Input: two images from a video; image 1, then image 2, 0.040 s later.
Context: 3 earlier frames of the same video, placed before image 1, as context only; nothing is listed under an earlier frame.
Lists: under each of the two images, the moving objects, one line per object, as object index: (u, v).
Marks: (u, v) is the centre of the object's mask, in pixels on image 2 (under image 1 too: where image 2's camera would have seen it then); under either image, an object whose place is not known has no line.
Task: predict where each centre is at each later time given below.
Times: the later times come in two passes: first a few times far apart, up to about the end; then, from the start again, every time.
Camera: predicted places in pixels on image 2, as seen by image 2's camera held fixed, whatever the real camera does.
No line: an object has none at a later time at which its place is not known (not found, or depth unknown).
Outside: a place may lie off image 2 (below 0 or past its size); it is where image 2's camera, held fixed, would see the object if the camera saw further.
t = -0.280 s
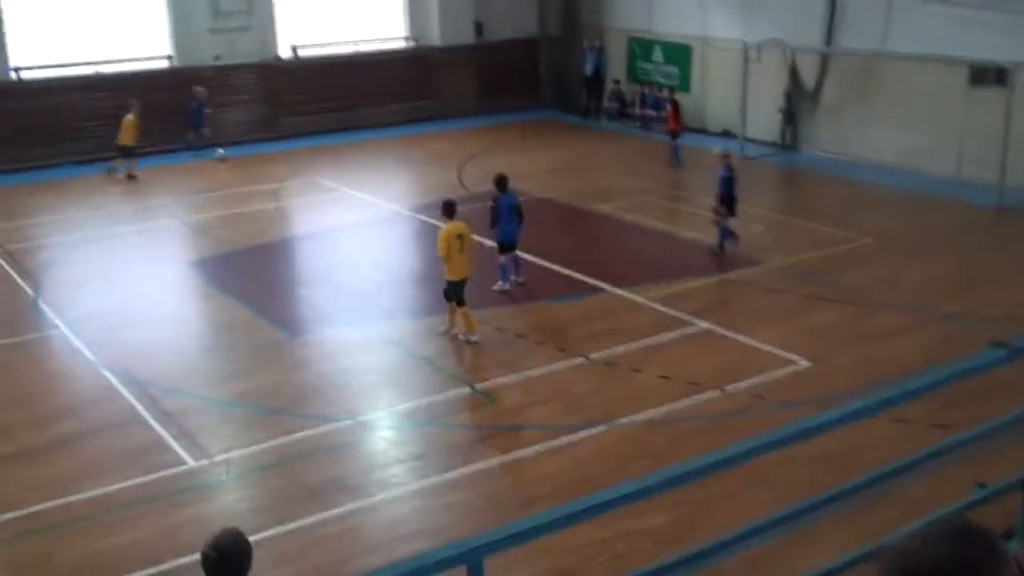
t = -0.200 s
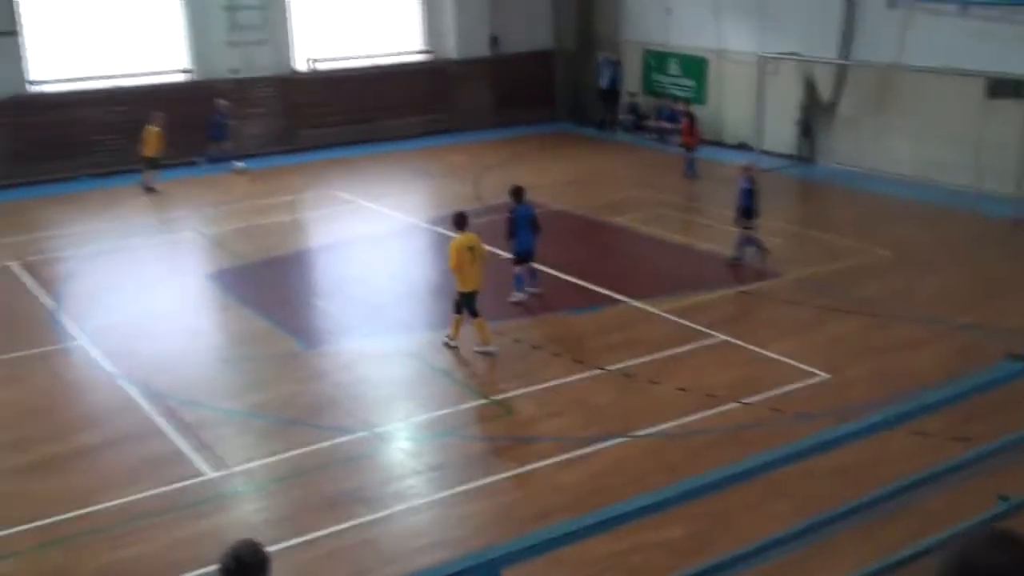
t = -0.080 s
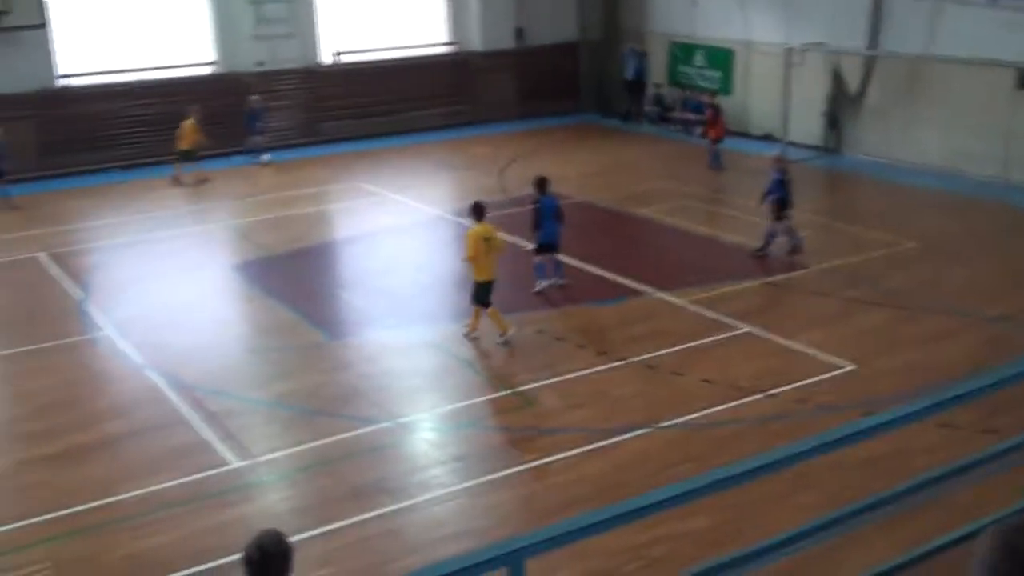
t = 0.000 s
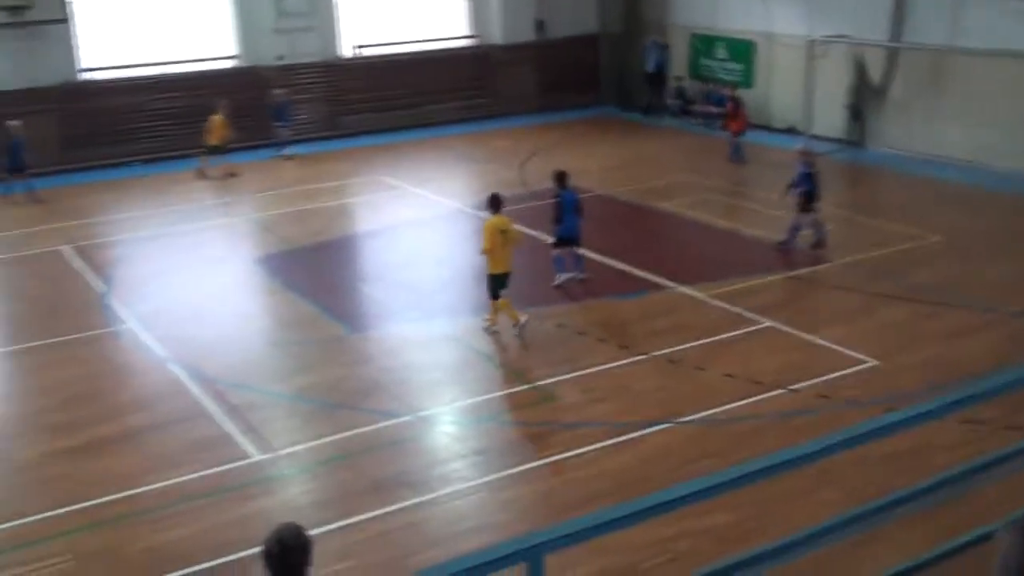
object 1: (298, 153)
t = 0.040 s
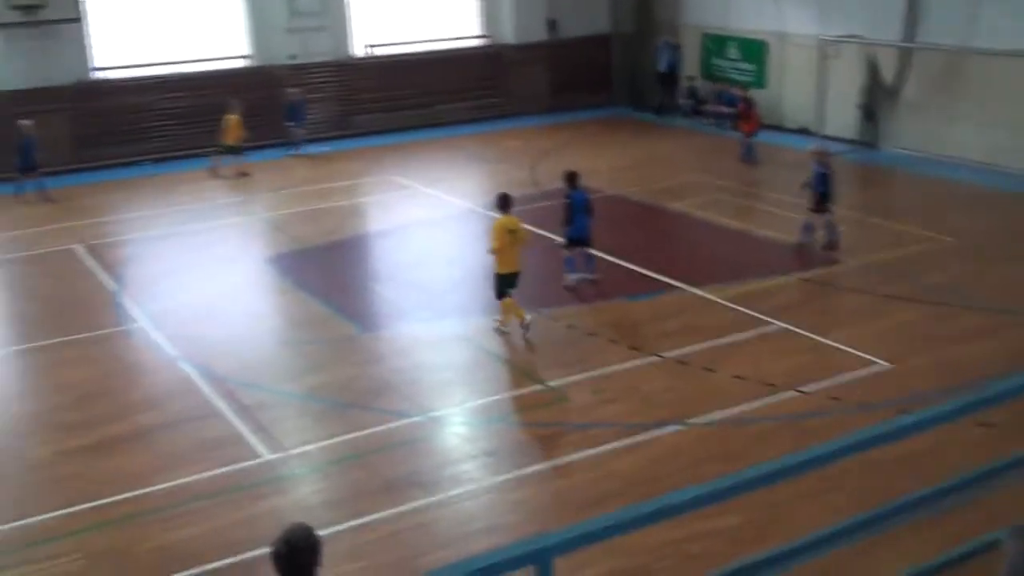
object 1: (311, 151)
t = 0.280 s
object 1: (399, 153)
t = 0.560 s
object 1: (483, 156)
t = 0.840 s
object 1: (549, 155)
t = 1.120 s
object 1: (610, 155)
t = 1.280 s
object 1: (644, 154)
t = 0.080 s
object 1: (330, 151)
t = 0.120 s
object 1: (342, 152)
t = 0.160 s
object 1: (362, 151)
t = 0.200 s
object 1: (375, 153)
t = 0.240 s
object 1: (387, 153)
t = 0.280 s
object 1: (399, 153)
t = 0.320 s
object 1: (412, 154)
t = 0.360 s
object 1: (424, 153)
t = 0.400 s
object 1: (437, 154)
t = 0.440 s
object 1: (449, 155)
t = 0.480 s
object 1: (461, 155)
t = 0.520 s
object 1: (473, 155)
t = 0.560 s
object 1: (483, 156)
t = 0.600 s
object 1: (493, 155)
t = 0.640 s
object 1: (502, 155)
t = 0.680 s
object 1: (512, 155)
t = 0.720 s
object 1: (522, 155)
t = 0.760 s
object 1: (532, 155)
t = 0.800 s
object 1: (541, 156)
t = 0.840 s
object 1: (549, 155)
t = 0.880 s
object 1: (558, 155)
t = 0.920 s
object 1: (567, 155)
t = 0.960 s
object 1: (575, 155)
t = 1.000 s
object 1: (584, 155)
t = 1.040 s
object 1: (592, 156)
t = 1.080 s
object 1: (602, 156)
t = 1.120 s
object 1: (610, 155)
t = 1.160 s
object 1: (619, 155)
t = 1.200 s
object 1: (627, 155)
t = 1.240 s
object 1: (636, 155)
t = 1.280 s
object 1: (644, 154)
